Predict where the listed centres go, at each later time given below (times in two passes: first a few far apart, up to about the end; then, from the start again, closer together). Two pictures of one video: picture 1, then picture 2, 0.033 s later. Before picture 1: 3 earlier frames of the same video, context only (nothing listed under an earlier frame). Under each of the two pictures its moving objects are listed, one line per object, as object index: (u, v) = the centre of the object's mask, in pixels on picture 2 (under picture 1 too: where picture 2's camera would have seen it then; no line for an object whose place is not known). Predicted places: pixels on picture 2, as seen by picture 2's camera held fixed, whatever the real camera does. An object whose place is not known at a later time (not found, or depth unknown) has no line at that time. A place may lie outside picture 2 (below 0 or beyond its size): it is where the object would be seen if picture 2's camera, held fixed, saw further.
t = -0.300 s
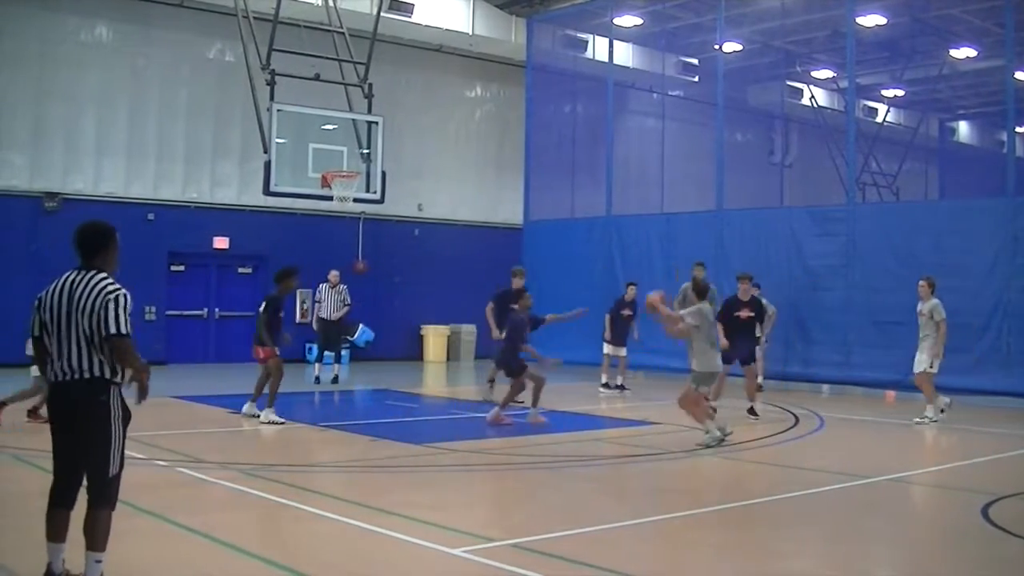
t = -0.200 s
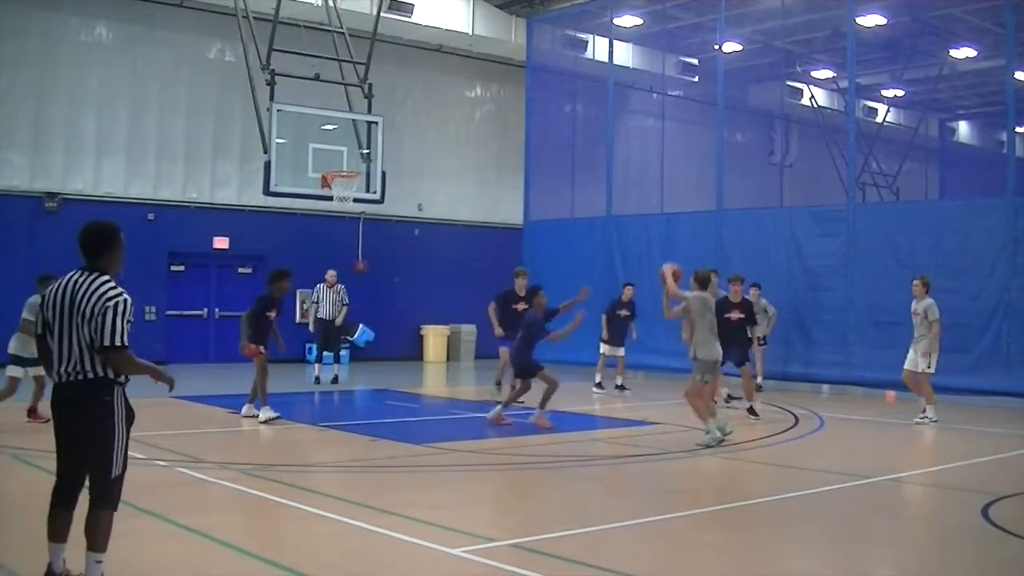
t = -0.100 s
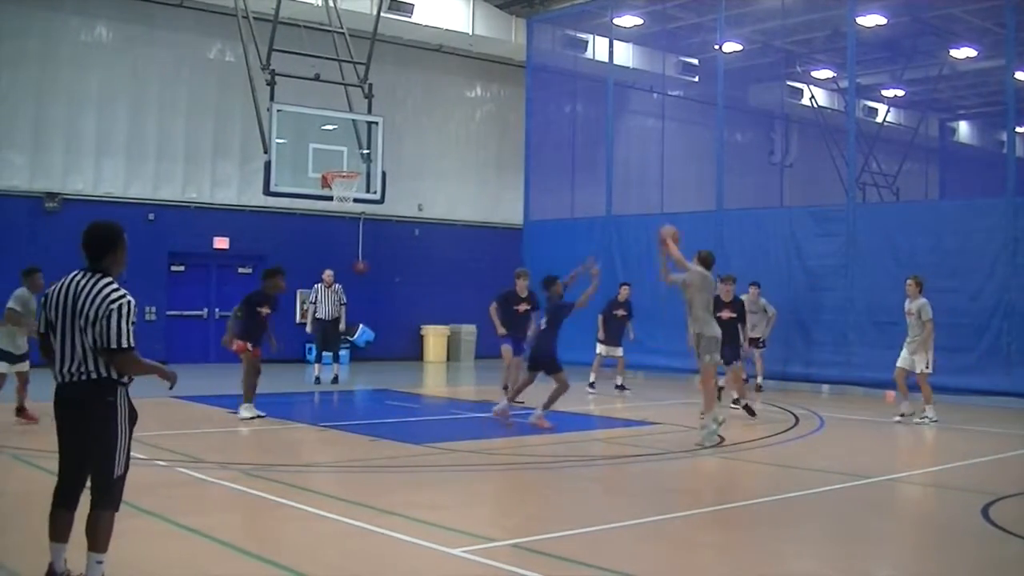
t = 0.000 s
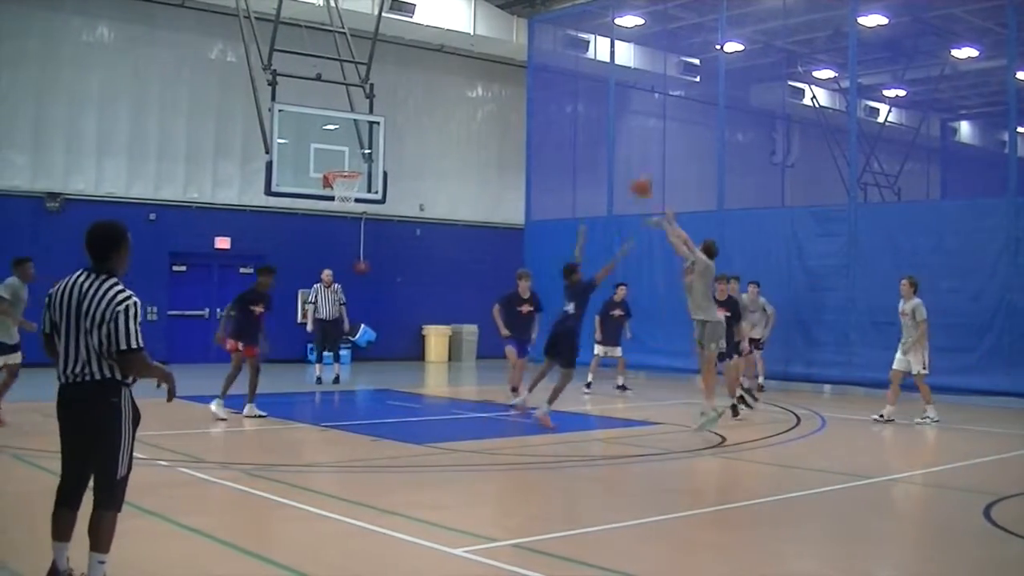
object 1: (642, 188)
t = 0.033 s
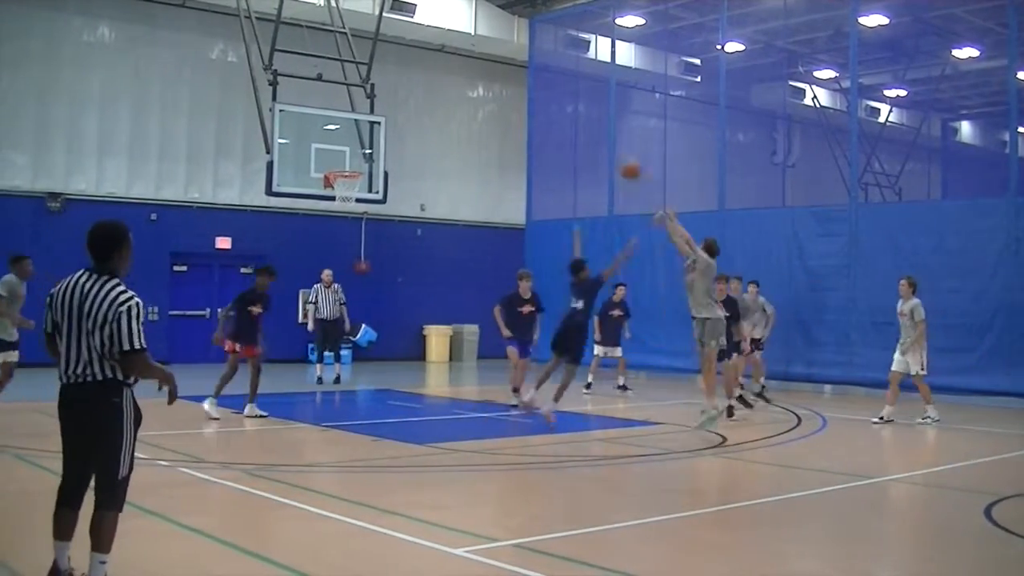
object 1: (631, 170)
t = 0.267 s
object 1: (555, 92)
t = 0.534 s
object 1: (483, 68)
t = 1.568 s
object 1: (359, 214)
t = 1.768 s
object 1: (374, 268)
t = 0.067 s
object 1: (619, 156)
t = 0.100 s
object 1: (609, 141)
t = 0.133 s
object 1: (597, 130)
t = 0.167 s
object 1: (586, 118)
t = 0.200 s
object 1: (575, 109)
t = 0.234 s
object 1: (566, 100)
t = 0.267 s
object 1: (555, 92)
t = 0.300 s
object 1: (547, 86)
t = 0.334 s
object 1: (536, 80)
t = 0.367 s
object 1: (529, 77)
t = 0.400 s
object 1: (519, 72)
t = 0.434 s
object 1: (510, 70)
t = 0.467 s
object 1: (501, 68)
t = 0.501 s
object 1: (493, 67)
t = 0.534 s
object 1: (483, 68)
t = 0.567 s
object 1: (475, 69)
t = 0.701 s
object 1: (442, 84)
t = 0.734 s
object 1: (435, 88)
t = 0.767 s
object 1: (427, 94)
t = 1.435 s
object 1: (345, 190)
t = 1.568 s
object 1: (359, 214)
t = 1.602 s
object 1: (361, 221)
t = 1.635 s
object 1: (364, 228)
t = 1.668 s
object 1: (366, 237)
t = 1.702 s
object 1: (369, 246)
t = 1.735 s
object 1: (371, 257)
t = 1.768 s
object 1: (374, 268)
